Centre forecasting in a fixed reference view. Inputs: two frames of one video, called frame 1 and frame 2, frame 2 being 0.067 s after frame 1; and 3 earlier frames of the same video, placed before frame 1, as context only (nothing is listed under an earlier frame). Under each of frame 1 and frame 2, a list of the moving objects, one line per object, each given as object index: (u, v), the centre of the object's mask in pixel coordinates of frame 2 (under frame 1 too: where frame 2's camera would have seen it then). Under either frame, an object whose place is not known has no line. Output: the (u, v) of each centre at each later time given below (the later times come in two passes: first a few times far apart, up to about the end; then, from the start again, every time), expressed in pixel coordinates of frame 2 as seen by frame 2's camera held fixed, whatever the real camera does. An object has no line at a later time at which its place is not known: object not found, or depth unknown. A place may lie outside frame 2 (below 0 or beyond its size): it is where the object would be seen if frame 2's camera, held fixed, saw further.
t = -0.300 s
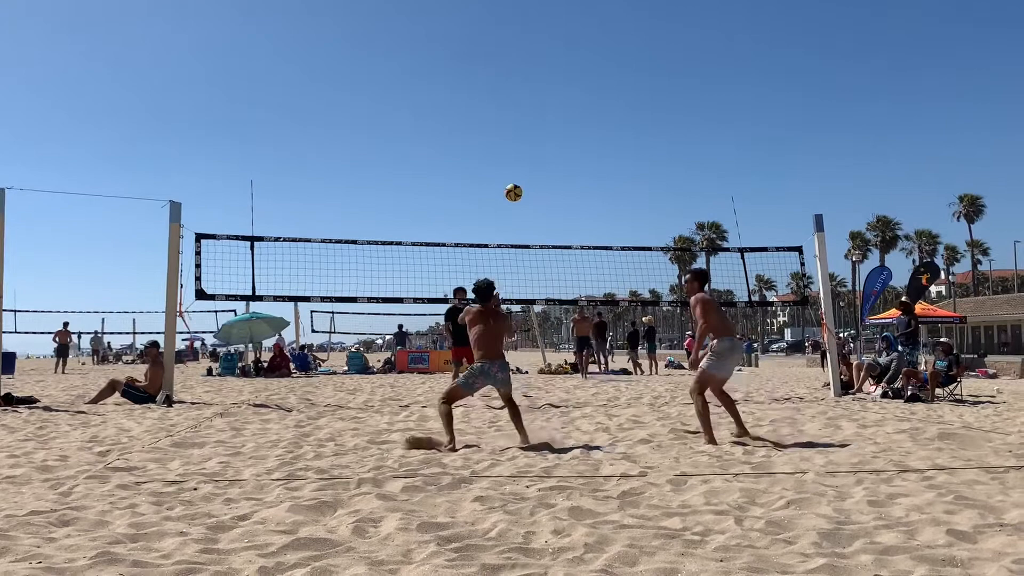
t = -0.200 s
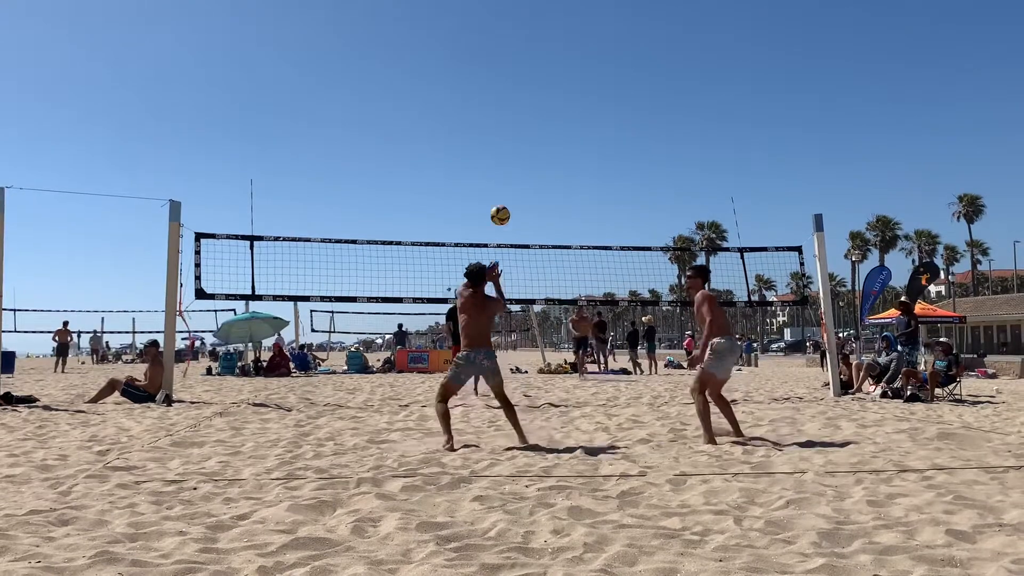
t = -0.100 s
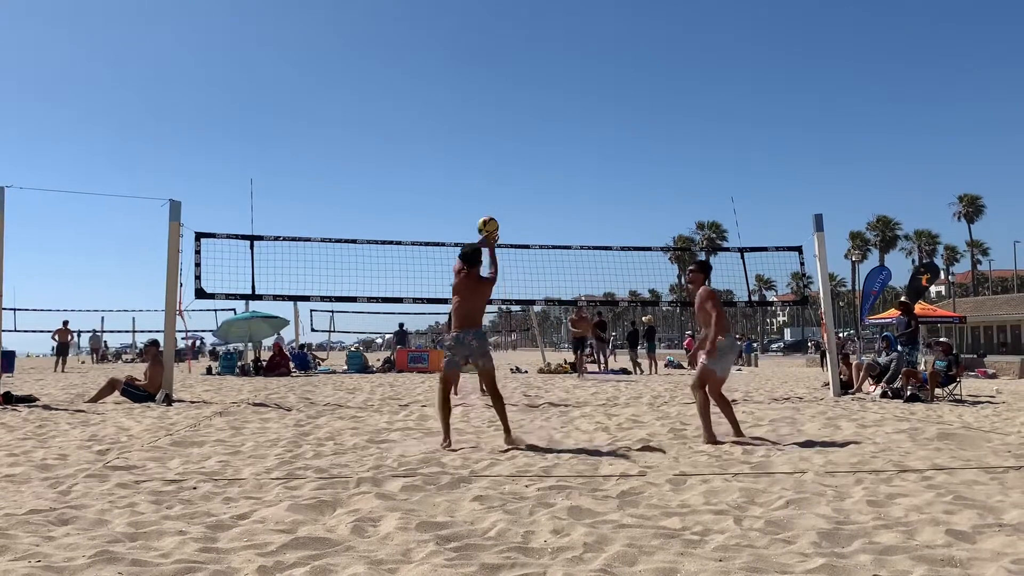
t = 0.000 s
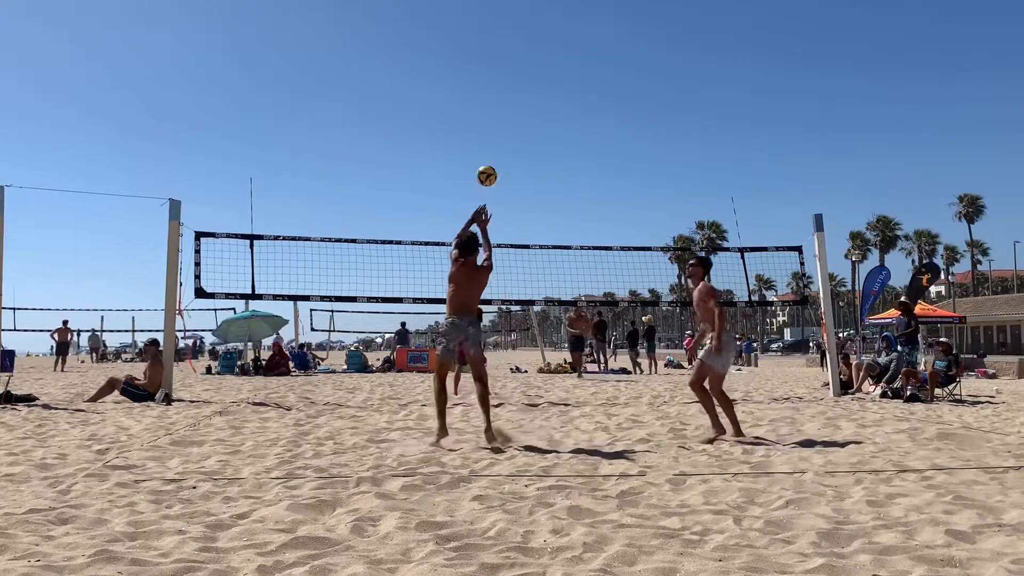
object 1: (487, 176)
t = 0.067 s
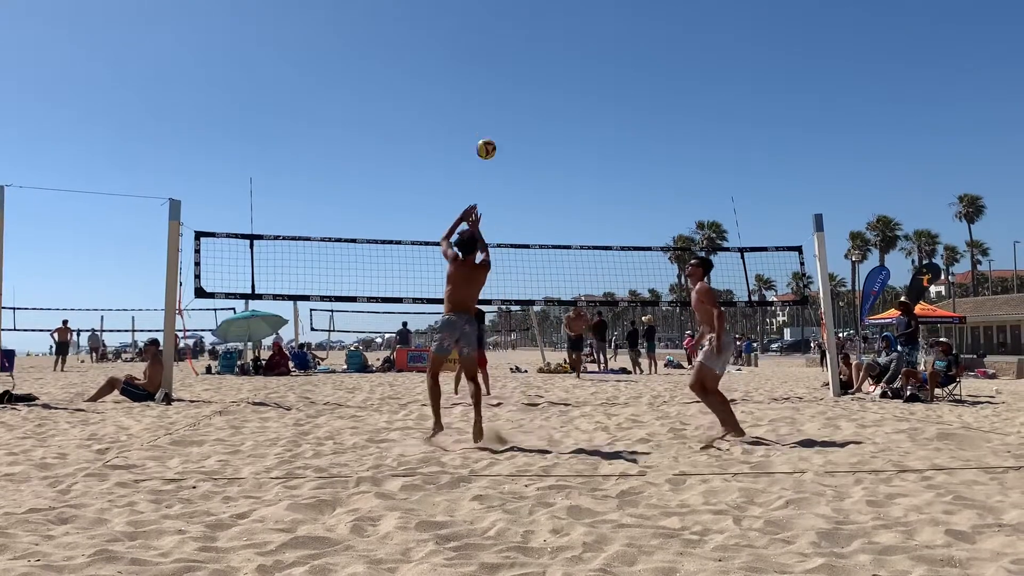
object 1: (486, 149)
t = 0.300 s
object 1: (486, 96)
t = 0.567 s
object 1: (489, 97)
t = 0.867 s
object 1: (499, 159)
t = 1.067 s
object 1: (507, 231)
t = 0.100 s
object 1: (486, 138)
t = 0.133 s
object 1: (486, 128)
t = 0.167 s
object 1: (486, 119)
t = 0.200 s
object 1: (486, 112)
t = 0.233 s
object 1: (486, 105)
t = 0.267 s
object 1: (486, 100)
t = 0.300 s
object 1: (486, 96)
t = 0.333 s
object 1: (486, 93)
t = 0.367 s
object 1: (486, 91)
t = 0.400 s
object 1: (486, 90)
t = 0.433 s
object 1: (486, 90)
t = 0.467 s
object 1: (487, 90)
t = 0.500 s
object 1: (487, 91)
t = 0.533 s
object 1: (488, 94)
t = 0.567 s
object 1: (489, 97)
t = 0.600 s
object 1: (490, 101)
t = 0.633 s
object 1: (490, 106)
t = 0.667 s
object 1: (492, 111)
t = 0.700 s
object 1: (493, 118)
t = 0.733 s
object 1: (494, 125)
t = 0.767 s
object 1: (495, 132)
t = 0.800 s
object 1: (496, 141)
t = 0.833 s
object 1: (497, 150)
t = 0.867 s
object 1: (499, 159)
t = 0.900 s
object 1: (500, 169)
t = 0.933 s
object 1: (501, 181)
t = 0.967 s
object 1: (503, 192)
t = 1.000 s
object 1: (504, 204)
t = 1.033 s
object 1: (506, 217)
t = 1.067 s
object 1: (507, 231)
